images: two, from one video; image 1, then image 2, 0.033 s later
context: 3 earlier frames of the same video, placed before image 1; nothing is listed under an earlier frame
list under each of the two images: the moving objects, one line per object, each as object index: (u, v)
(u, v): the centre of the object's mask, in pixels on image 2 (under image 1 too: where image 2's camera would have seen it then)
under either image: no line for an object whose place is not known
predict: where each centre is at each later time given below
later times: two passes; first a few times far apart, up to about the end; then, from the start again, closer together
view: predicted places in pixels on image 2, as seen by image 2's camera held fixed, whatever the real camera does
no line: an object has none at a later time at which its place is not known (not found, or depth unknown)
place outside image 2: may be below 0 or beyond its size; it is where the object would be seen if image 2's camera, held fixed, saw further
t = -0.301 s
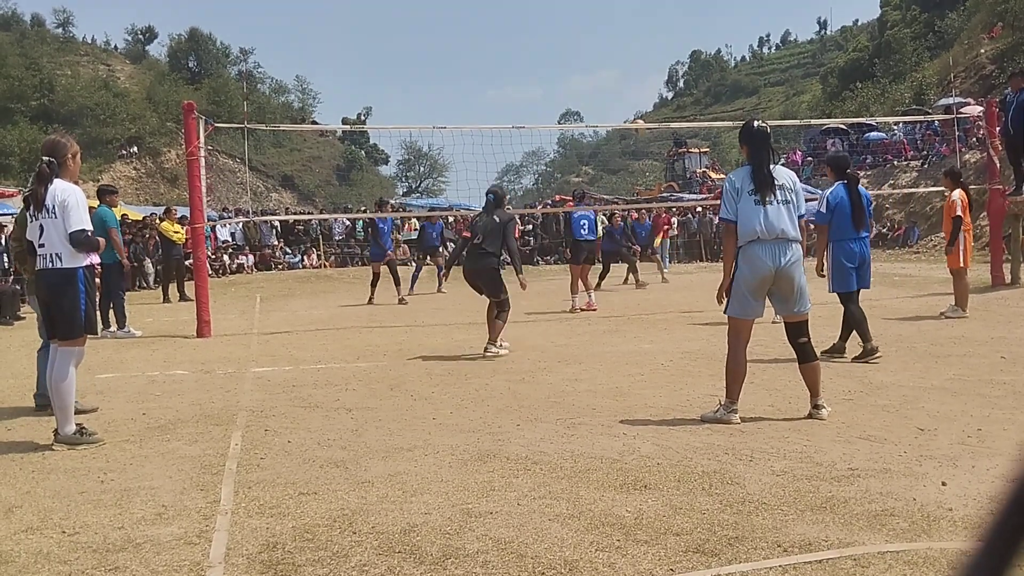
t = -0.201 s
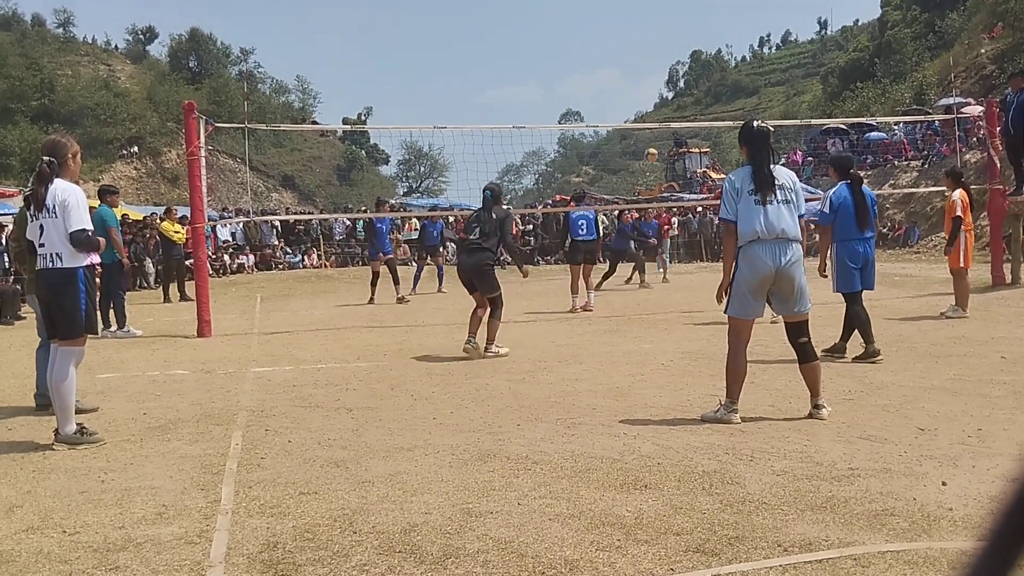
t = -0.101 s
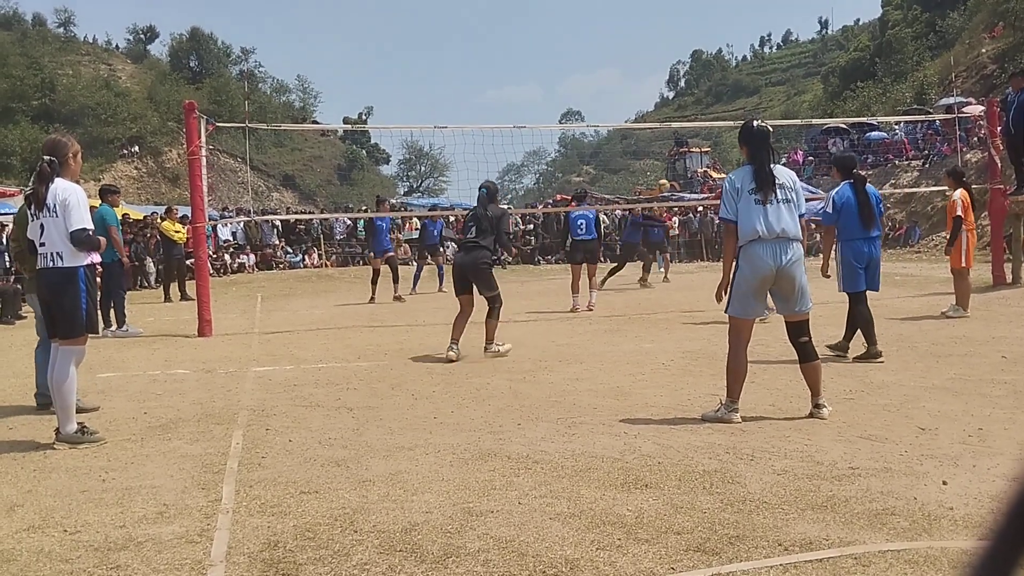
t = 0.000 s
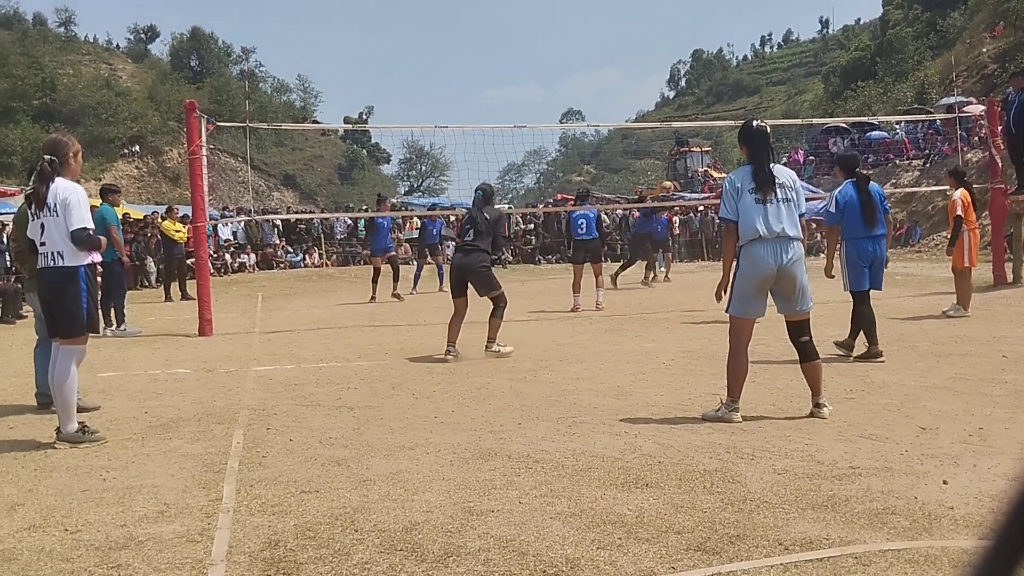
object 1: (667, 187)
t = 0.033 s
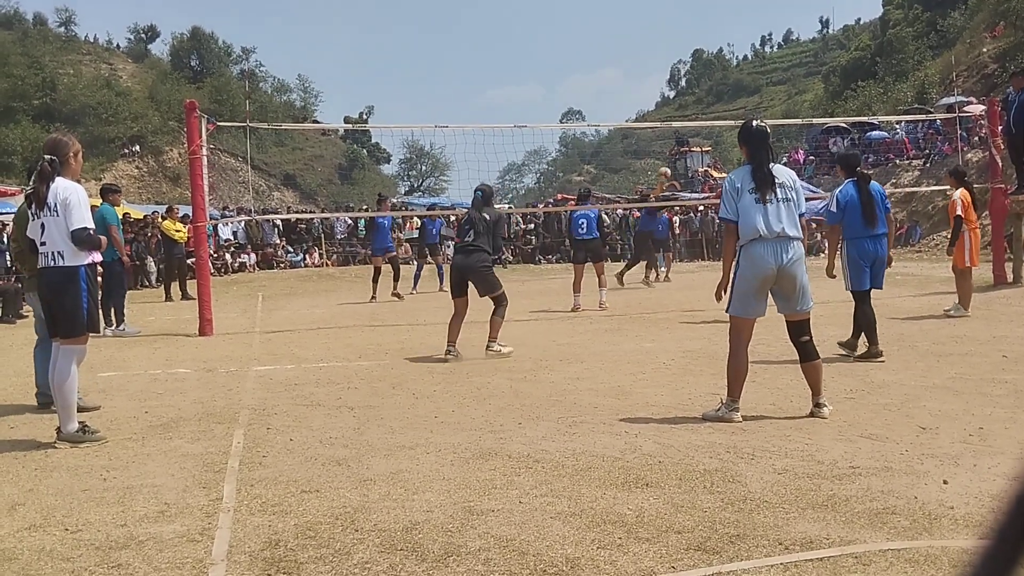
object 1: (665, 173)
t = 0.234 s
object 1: (647, 101)
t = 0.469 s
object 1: (627, 42)
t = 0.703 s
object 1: (608, 15)
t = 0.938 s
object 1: (586, 27)
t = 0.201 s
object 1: (650, 112)
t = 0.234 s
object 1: (647, 101)
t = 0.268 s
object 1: (644, 91)
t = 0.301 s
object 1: (642, 81)
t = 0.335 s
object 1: (639, 72)
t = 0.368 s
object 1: (636, 64)
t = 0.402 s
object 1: (633, 56)
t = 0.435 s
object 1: (630, 49)
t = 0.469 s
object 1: (627, 42)
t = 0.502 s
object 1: (624, 36)
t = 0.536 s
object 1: (622, 31)
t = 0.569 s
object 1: (619, 27)
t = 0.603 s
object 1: (616, 23)
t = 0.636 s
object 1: (613, 19)
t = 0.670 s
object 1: (610, 17)
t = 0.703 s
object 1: (608, 15)
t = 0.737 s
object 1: (605, 14)
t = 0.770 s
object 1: (602, 13)
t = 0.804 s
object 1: (599, 14)
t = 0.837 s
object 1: (597, 15)
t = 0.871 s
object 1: (594, 17)
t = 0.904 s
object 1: (588, 23)
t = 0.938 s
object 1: (586, 27)
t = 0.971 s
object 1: (583, 33)
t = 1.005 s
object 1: (580, 39)
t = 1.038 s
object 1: (578, 46)
